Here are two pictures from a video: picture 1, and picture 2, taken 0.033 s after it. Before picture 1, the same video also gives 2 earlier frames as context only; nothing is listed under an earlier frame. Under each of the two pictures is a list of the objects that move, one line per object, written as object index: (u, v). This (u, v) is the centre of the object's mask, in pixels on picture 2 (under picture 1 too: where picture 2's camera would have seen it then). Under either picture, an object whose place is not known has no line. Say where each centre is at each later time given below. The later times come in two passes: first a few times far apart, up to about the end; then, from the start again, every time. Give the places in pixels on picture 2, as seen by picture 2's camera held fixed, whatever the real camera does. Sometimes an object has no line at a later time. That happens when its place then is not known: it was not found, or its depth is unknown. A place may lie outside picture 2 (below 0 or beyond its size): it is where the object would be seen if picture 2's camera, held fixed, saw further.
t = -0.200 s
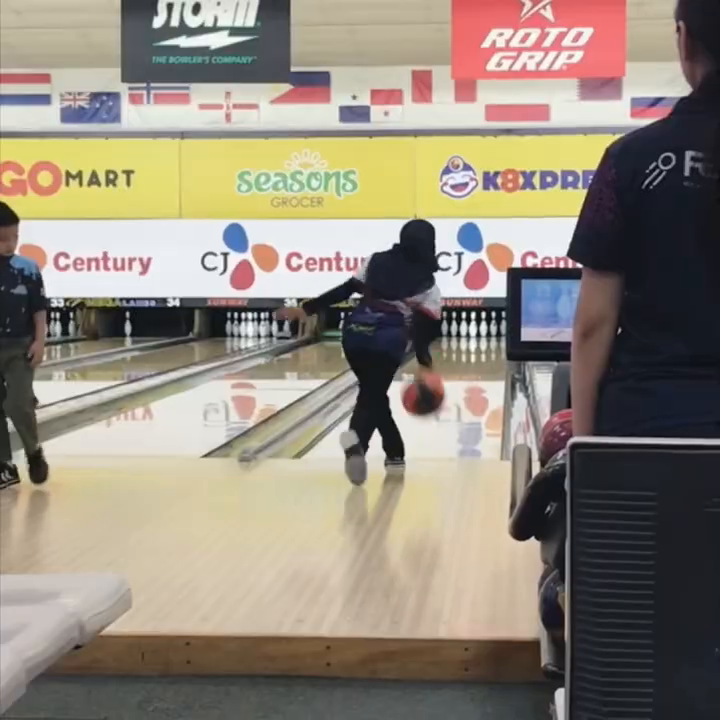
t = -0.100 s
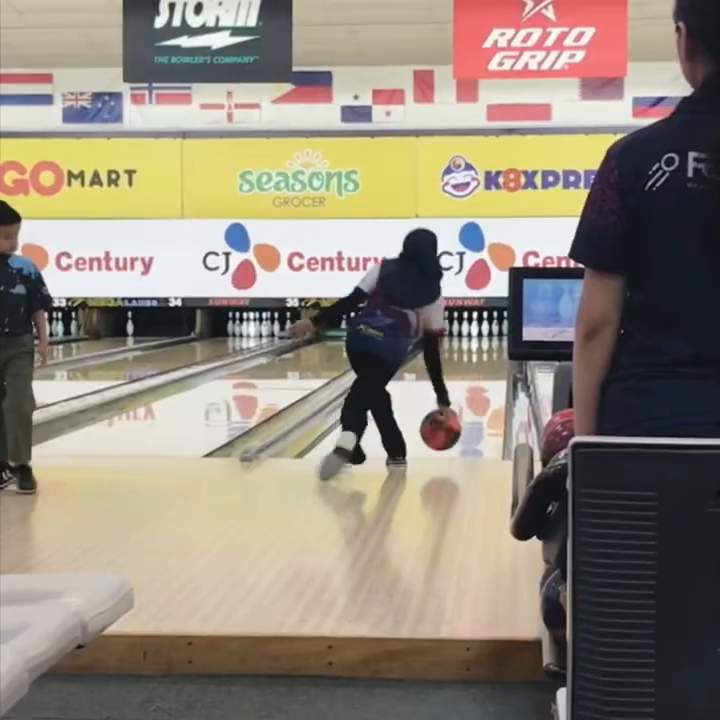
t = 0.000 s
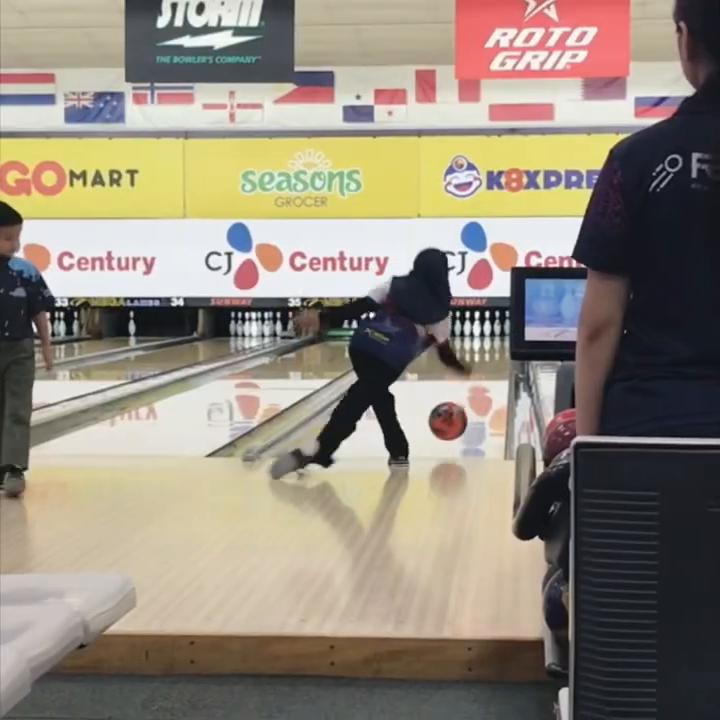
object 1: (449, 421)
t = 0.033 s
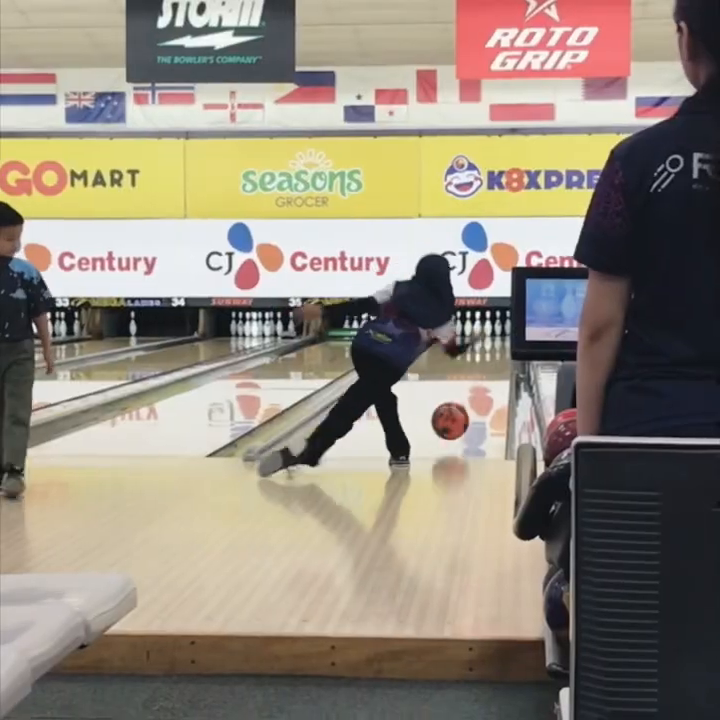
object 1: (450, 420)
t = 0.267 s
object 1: (458, 406)
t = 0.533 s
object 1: (466, 388)
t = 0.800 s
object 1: (469, 374)
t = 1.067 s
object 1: (473, 364)
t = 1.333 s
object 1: (476, 356)
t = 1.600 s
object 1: (478, 350)
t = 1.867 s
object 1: (480, 343)
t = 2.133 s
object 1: (481, 338)
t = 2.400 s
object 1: (480, 335)
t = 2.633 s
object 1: (478, 331)
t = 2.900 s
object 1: (475, 329)
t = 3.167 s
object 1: (473, 328)
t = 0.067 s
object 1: (451, 422)
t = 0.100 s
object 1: (453, 420)
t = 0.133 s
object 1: (454, 417)
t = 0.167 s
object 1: (455, 415)
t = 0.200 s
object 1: (456, 412)
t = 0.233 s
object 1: (457, 409)
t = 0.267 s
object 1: (458, 406)
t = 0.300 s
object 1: (459, 404)
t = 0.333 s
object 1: (459, 401)
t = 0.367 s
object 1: (460, 399)
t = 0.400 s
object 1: (461, 397)
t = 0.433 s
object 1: (462, 395)
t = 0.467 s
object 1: (459, 394)
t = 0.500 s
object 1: (472, 389)
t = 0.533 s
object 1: (466, 388)
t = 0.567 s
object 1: (465, 387)
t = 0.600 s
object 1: (466, 385)
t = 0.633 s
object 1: (467, 383)
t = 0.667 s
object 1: (467, 381)
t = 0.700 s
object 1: (468, 380)
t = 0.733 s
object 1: (468, 378)
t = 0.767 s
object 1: (469, 376)
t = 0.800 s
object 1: (469, 374)
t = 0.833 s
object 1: (470, 373)
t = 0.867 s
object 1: (470, 372)
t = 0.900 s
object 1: (471, 371)
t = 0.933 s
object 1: (471, 370)
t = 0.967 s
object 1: (472, 368)
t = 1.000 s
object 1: (473, 368)
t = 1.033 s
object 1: (473, 367)
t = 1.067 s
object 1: (473, 364)
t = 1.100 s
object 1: (473, 363)
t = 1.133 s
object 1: (474, 362)
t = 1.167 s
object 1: (476, 361)
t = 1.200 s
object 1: (475, 360)
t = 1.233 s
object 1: (475, 359)
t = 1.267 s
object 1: (476, 358)
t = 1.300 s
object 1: (476, 357)
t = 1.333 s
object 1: (476, 356)
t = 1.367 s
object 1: (476, 355)
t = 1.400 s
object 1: (476, 354)
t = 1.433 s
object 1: (476, 353)
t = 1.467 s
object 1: (477, 352)
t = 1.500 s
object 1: (477, 351)
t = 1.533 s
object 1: (477, 351)
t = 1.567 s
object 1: (478, 350)
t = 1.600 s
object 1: (478, 350)
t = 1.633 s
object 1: (478, 349)
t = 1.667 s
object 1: (478, 348)
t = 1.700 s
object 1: (479, 347)
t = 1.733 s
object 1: (479, 346)
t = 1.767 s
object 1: (479, 345)
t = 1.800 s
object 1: (479, 345)
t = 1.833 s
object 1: (480, 343)
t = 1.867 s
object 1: (480, 343)
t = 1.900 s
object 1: (480, 342)
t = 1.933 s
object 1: (480, 342)
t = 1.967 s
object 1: (480, 341)
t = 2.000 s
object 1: (480, 341)
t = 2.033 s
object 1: (480, 340)
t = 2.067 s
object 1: (481, 339)
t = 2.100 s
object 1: (481, 339)
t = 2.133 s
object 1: (481, 338)
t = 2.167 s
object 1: (481, 337)
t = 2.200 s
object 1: (481, 337)
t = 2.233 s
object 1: (481, 337)
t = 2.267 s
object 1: (481, 336)
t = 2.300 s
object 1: (481, 336)
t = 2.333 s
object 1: (480, 335)
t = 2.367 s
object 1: (481, 335)
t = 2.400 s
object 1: (480, 335)
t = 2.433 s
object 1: (480, 334)
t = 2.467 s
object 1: (479, 334)
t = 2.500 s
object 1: (479, 333)
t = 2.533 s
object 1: (479, 333)
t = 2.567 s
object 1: (479, 333)
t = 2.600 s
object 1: (479, 332)
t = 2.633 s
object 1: (478, 331)
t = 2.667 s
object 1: (477, 332)
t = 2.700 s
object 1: (477, 329)
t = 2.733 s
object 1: (477, 331)
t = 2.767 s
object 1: (476, 330)
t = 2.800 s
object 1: (475, 330)
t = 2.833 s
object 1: (475, 329)
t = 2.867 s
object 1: (475, 330)
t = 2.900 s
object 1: (475, 329)
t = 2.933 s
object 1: (474, 329)
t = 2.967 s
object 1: (474, 328)
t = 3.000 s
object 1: (472, 329)
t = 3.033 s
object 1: (472, 329)
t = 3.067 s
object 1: (472, 329)
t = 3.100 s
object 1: (474, 329)
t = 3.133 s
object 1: (474, 329)
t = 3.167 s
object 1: (473, 328)
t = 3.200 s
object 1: (472, 330)
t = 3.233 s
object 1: (471, 330)
